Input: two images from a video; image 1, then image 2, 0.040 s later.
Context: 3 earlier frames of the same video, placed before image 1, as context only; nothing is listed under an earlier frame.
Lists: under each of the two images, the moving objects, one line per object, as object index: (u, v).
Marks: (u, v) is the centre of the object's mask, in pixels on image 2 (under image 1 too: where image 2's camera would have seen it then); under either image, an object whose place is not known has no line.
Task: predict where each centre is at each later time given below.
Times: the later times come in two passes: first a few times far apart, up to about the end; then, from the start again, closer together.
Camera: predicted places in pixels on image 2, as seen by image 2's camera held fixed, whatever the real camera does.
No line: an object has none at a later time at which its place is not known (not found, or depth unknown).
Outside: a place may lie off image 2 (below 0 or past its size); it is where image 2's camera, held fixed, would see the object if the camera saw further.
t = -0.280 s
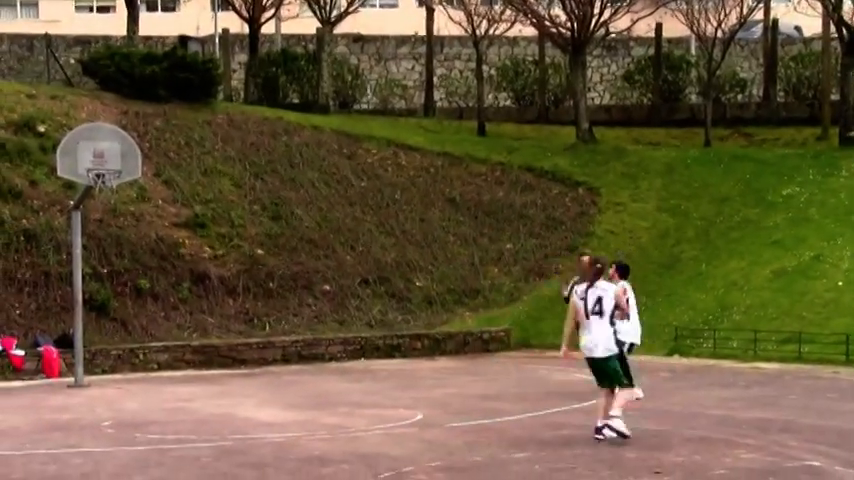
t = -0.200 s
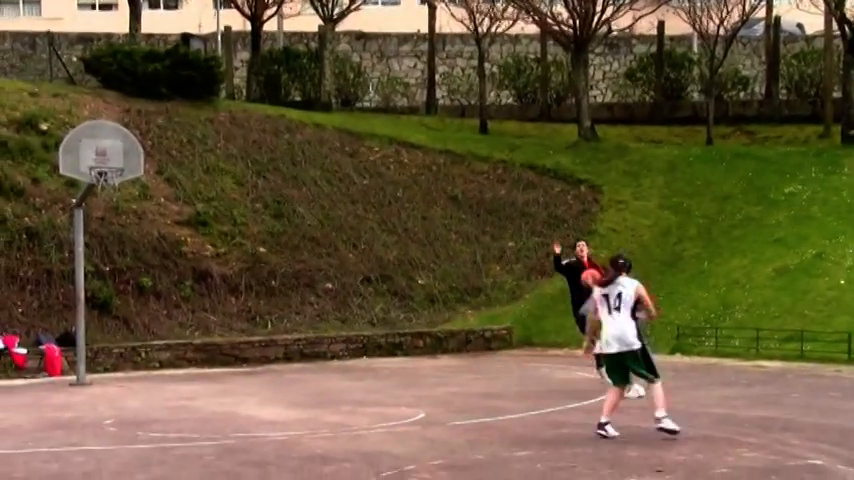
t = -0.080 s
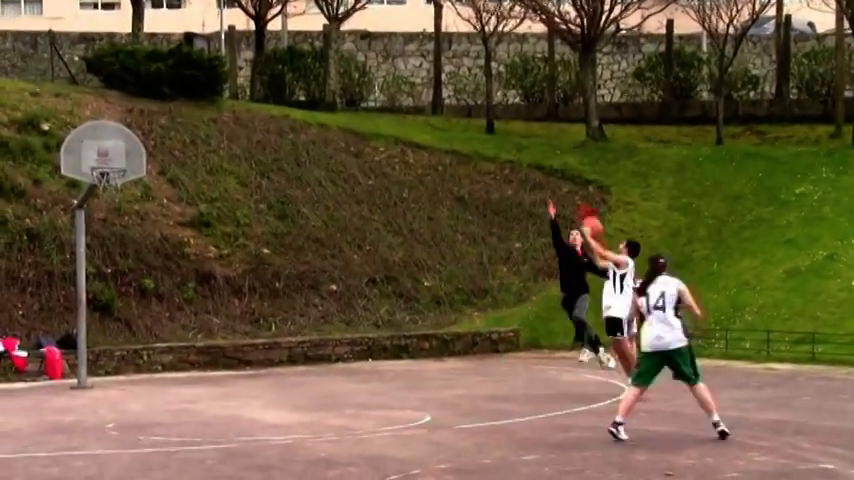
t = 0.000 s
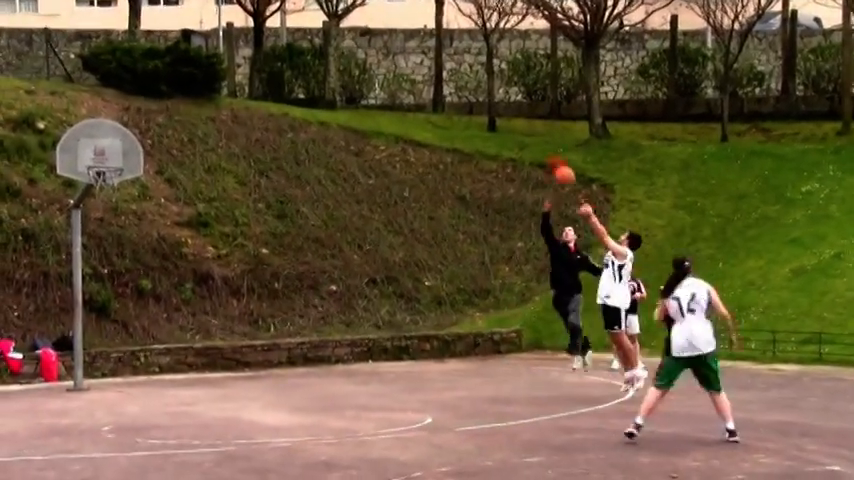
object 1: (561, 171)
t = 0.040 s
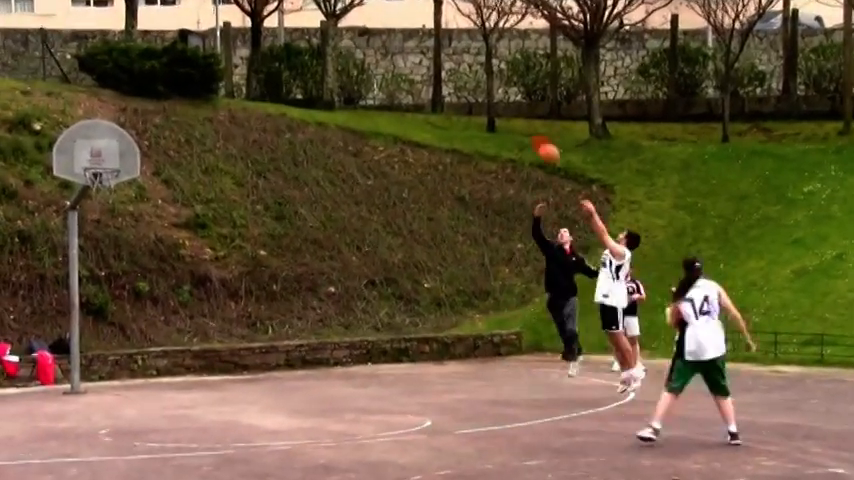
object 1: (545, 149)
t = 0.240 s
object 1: (468, 59)
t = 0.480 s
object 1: (382, 0)
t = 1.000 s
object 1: (210, 26)
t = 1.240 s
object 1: (140, 101)
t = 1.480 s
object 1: (108, 182)
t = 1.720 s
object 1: (119, 204)
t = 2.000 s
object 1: (132, 289)
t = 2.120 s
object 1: (138, 344)
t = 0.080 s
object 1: (531, 129)
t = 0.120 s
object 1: (514, 109)
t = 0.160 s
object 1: (498, 91)
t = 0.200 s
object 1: (484, 75)
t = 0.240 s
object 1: (468, 59)
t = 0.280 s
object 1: (455, 47)
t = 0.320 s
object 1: (440, 35)
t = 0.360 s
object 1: (427, 25)
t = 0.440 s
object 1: (397, 6)
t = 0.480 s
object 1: (382, 0)
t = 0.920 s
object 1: (238, 6)
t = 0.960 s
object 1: (224, 15)
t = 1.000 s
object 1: (210, 26)
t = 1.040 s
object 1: (198, 37)
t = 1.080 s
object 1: (187, 45)
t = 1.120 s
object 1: (176, 57)
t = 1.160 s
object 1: (164, 70)
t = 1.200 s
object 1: (152, 85)
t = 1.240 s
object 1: (140, 101)
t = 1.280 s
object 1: (129, 117)
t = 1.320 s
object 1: (119, 134)
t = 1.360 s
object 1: (105, 154)
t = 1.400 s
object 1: (100, 174)
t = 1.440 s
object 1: (104, 180)
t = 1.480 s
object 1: (108, 182)
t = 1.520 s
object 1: (110, 178)
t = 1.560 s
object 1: (112, 181)
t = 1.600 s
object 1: (114, 184)
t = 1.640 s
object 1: (116, 190)
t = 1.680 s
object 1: (118, 195)
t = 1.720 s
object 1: (119, 204)
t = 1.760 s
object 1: (121, 212)
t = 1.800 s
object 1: (123, 222)
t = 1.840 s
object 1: (125, 233)
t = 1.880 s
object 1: (126, 245)
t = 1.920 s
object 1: (129, 260)
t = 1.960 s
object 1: (130, 274)
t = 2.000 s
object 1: (132, 289)
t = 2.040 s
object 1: (134, 307)
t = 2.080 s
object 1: (135, 325)
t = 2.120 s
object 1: (138, 344)
